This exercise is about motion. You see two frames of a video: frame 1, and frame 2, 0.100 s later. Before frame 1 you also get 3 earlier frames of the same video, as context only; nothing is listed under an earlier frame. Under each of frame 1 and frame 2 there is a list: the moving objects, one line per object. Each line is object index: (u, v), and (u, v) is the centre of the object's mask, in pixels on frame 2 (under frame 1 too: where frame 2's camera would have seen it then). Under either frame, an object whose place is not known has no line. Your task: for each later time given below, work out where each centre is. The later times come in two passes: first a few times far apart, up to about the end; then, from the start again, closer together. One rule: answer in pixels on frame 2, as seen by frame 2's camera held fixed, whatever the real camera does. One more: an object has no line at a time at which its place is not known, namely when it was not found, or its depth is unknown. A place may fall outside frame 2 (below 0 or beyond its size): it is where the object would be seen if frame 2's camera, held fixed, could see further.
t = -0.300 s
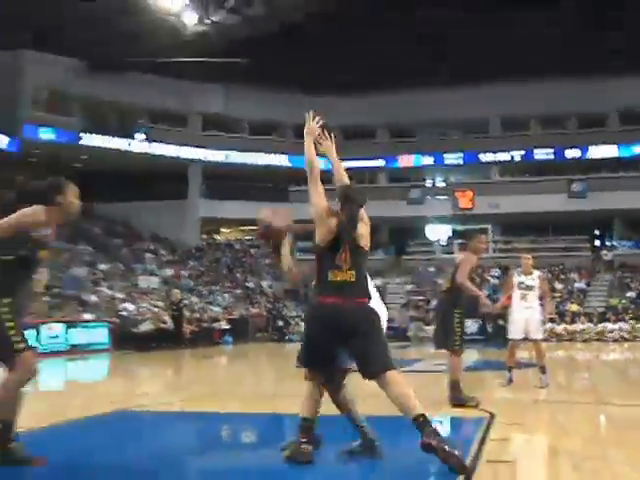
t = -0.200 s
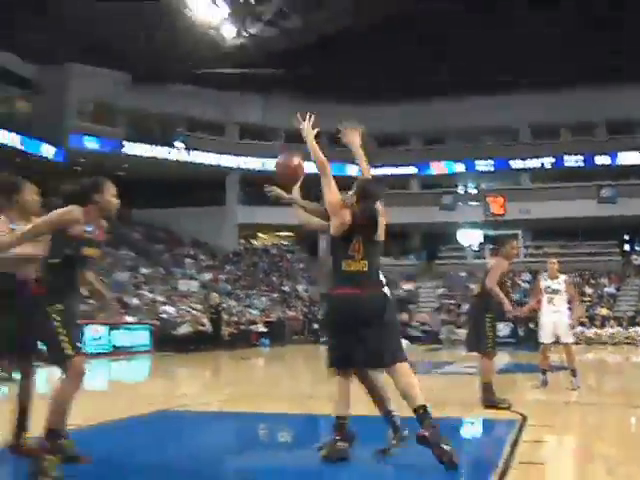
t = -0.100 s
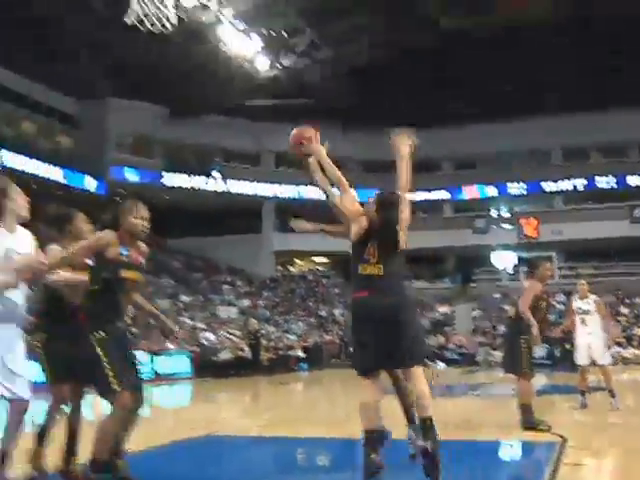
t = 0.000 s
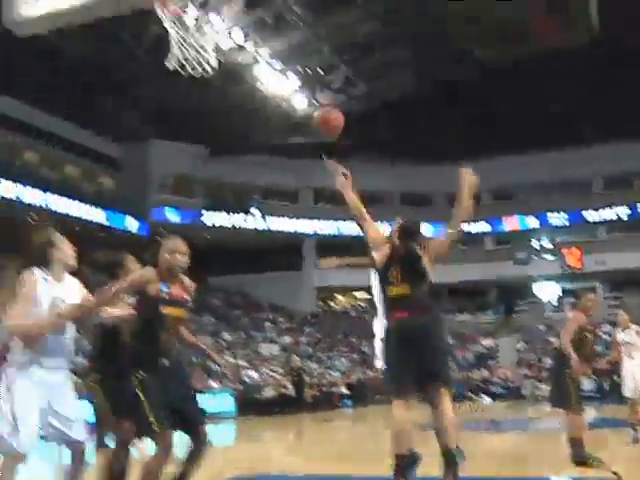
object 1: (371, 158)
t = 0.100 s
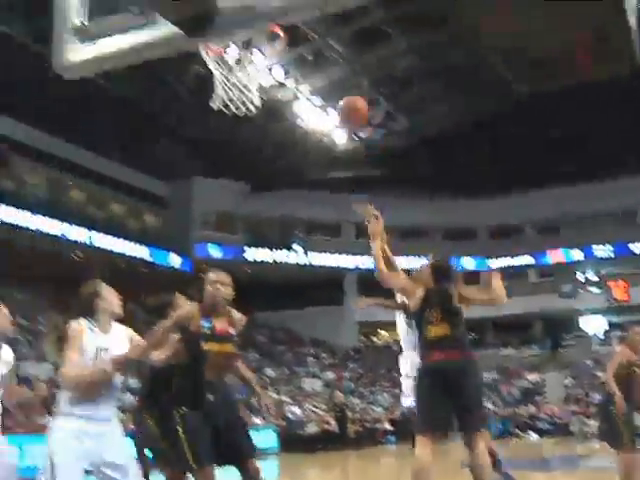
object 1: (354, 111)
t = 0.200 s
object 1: (337, 75)
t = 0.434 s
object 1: (300, 34)
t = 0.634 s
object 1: (247, 45)
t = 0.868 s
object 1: (254, 104)
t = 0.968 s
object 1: (258, 145)
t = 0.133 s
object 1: (348, 99)
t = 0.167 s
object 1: (343, 87)
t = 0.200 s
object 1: (337, 75)
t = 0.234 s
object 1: (332, 66)
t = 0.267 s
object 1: (324, 55)
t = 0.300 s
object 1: (320, 50)
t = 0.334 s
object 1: (312, 44)
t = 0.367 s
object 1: (305, 38)
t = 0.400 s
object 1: (302, 36)
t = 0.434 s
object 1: (300, 34)
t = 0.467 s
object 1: (297, 35)
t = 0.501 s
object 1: (295, 36)
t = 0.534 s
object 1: (263, 43)
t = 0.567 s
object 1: (252, 42)
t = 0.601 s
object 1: (251, 44)
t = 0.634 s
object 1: (247, 45)
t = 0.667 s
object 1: (236, 49)
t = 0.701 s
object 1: (239, 49)
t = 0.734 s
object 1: (235, 55)
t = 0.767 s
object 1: (236, 57)
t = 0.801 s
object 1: (245, 68)
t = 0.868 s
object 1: (254, 104)
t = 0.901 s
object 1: (255, 113)
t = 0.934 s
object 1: (257, 129)
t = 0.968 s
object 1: (258, 145)
